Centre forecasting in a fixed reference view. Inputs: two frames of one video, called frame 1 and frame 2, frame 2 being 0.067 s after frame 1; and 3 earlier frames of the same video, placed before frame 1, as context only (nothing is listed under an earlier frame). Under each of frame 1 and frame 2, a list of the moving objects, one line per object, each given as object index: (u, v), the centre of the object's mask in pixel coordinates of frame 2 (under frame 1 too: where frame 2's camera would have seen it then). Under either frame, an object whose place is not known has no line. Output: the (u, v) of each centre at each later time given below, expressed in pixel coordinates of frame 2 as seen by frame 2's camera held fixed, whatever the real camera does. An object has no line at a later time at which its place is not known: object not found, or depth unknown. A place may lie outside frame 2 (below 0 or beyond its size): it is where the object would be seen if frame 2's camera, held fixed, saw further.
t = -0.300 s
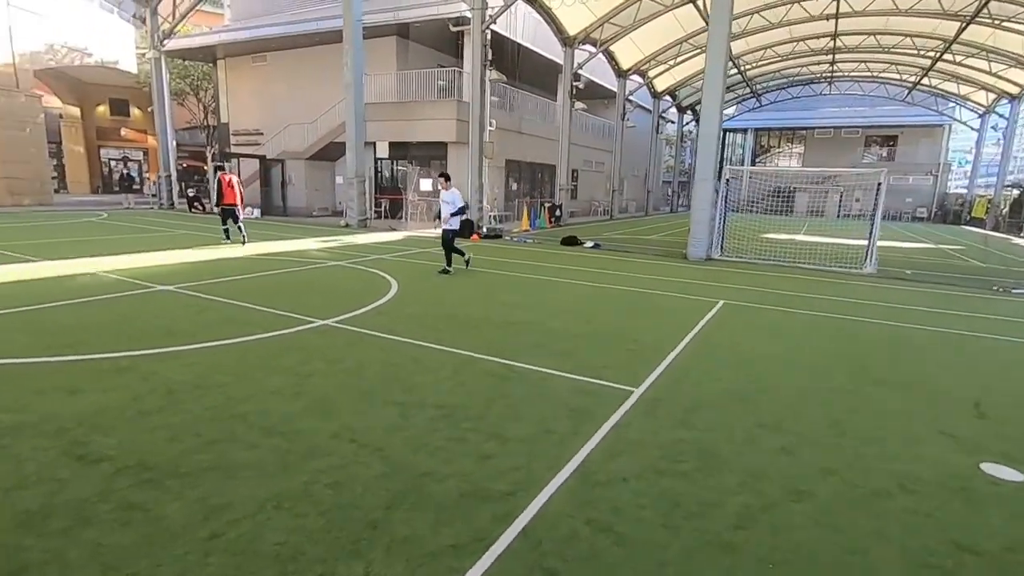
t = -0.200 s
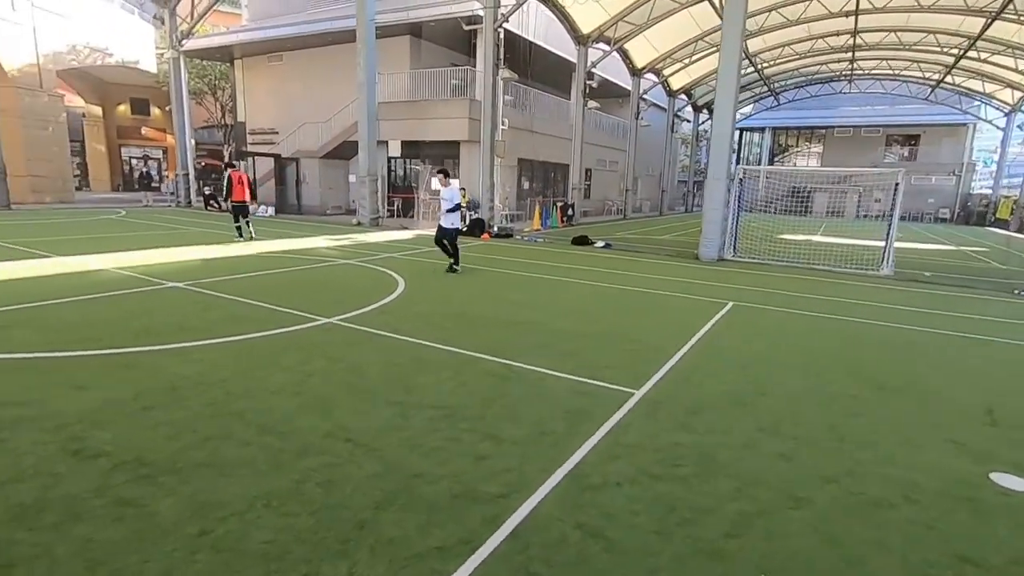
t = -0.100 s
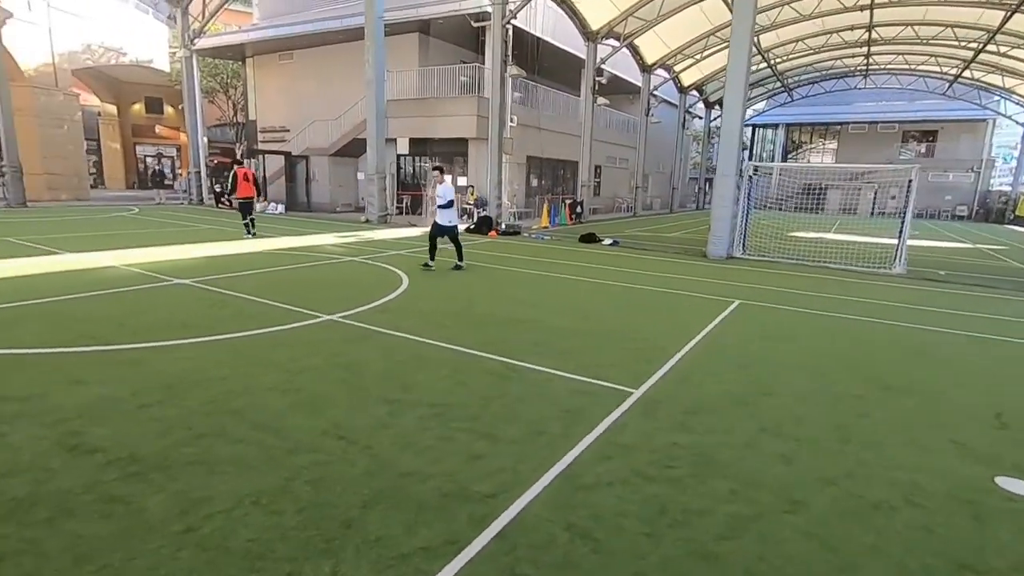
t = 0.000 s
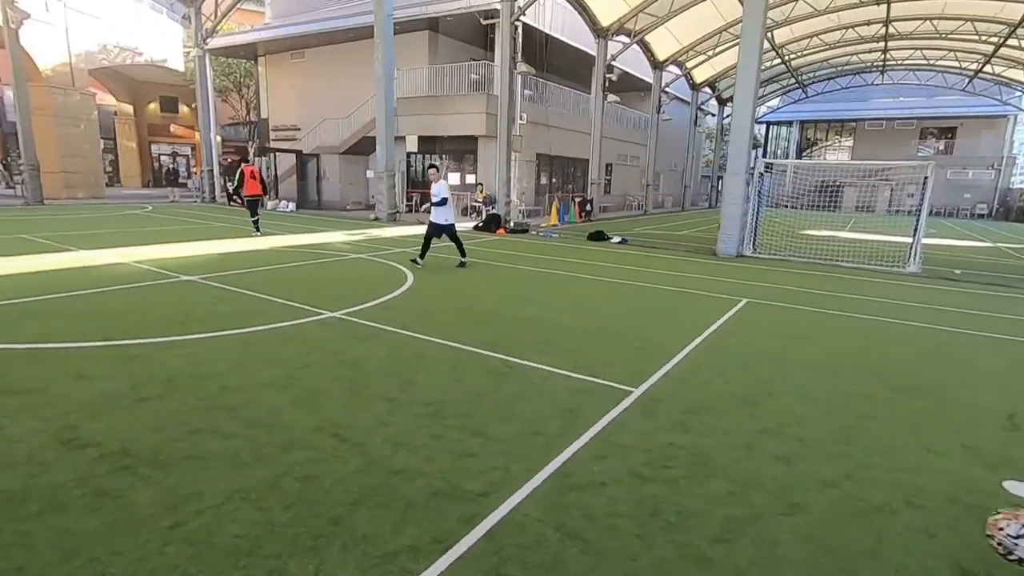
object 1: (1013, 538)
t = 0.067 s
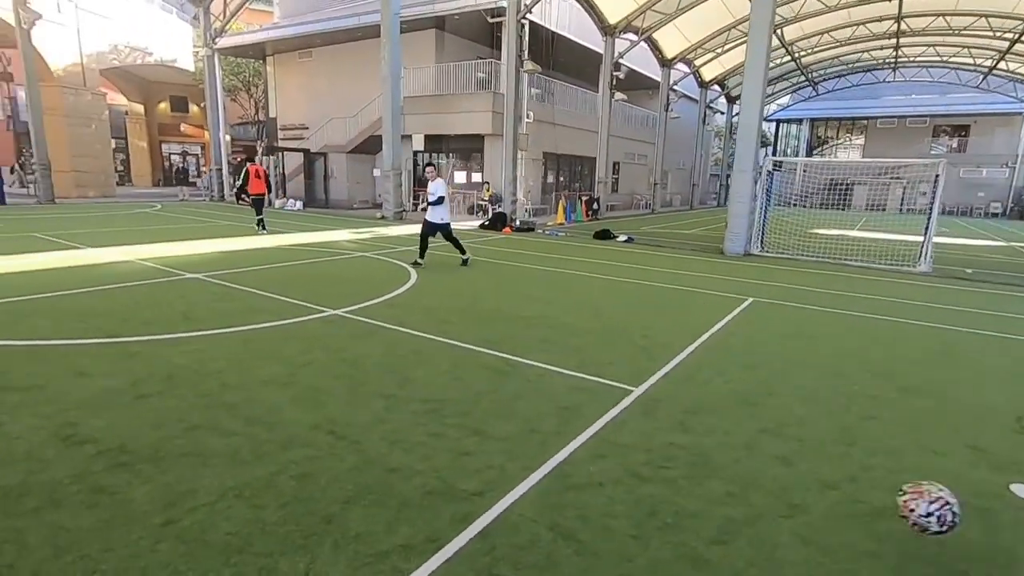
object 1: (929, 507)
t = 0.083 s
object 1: (907, 501)
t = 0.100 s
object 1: (884, 495)
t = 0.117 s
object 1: (864, 491)
